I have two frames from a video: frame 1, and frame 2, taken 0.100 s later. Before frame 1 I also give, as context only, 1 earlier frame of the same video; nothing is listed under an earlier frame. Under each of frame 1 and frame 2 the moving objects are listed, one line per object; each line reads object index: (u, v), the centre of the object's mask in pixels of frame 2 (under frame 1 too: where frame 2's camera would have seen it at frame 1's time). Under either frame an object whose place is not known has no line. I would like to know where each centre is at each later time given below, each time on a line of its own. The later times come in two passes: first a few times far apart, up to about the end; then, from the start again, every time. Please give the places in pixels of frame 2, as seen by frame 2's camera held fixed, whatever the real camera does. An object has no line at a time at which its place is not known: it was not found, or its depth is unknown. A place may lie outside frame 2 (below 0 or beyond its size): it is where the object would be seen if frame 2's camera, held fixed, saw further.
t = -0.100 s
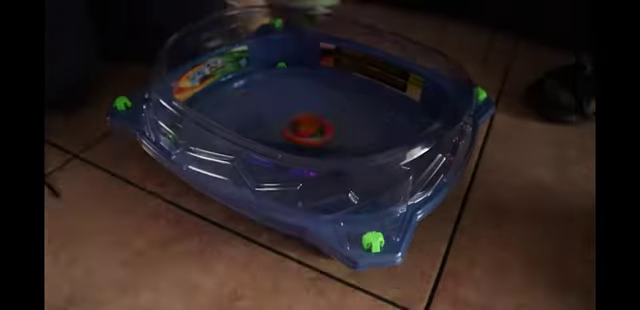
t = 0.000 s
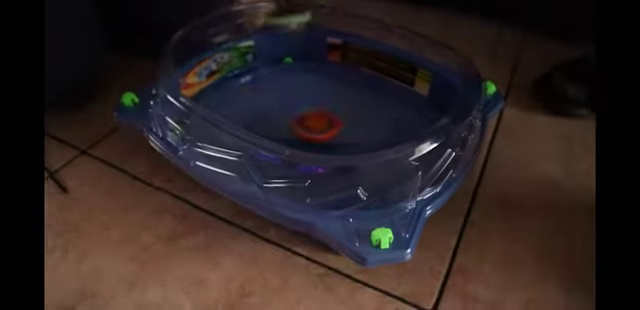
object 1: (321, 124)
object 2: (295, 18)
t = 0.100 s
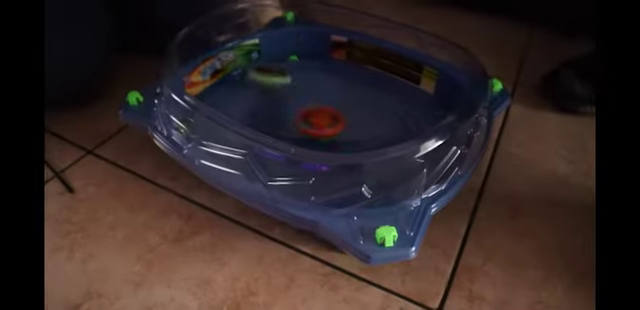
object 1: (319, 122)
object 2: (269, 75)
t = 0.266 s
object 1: (319, 123)
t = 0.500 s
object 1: (333, 122)
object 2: (303, 144)
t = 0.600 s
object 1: (337, 118)
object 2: (316, 141)
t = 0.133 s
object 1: (321, 118)
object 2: (270, 66)
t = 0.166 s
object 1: (320, 122)
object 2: (268, 60)
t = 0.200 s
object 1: (319, 122)
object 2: (269, 63)
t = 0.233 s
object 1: (319, 123)
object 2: (269, 76)
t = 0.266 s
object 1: (319, 123)
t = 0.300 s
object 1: (321, 123)
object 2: (271, 122)
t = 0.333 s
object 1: (325, 123)
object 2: (272, 121)
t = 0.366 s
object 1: (329, 123)
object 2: (276, 122)
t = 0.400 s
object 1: (330, 124)
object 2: (281, 130)
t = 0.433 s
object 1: (334, 123)
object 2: (288, 134)
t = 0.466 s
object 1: (335, 123)
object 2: (294, 136)
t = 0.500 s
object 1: (333, 122)
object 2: (303, 144)
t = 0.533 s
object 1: (335, 120)
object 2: (308, 145)
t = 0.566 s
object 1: (336, 119)
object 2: (311, 141)
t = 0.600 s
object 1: (337, 118)
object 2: (316, 141)
